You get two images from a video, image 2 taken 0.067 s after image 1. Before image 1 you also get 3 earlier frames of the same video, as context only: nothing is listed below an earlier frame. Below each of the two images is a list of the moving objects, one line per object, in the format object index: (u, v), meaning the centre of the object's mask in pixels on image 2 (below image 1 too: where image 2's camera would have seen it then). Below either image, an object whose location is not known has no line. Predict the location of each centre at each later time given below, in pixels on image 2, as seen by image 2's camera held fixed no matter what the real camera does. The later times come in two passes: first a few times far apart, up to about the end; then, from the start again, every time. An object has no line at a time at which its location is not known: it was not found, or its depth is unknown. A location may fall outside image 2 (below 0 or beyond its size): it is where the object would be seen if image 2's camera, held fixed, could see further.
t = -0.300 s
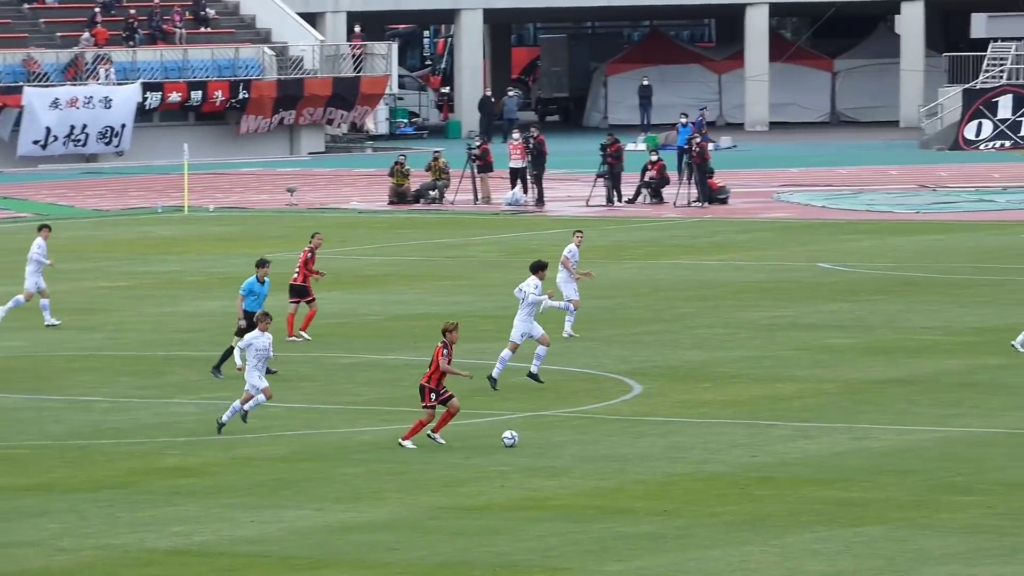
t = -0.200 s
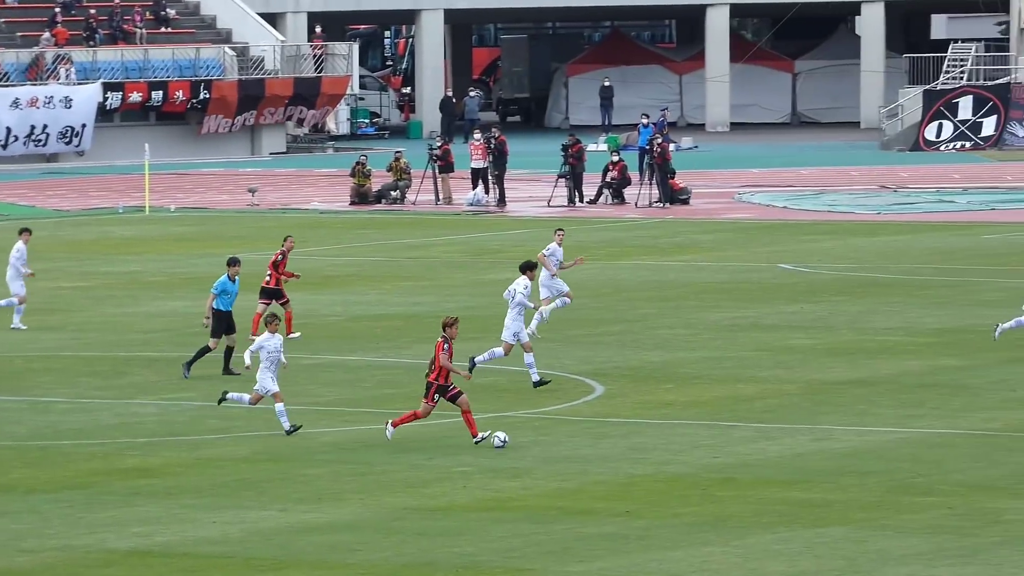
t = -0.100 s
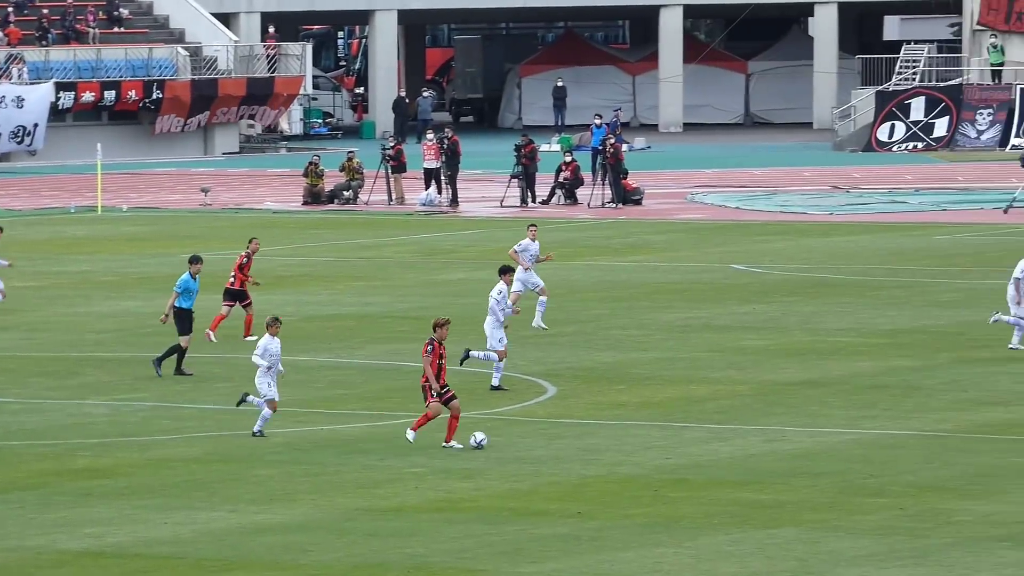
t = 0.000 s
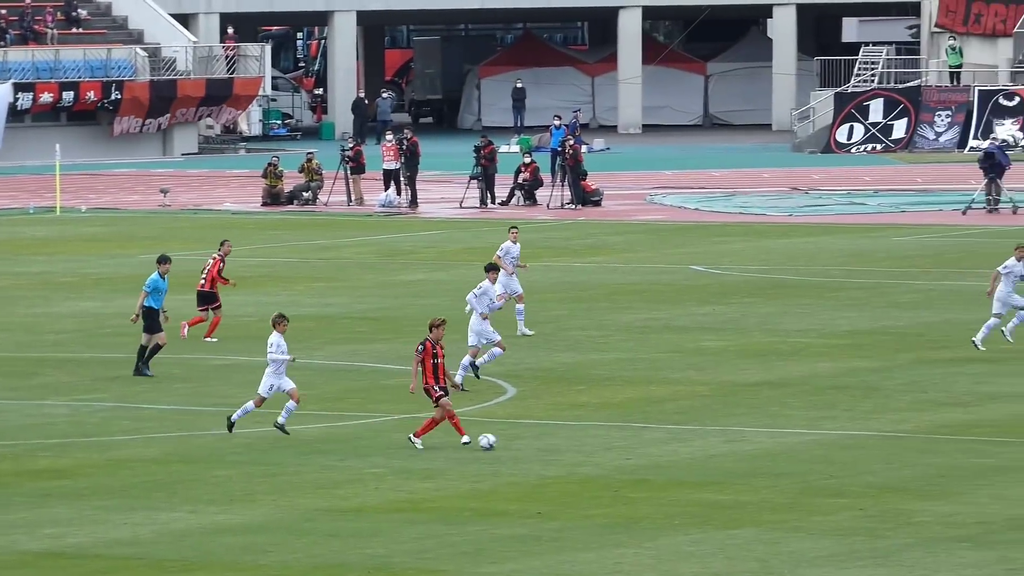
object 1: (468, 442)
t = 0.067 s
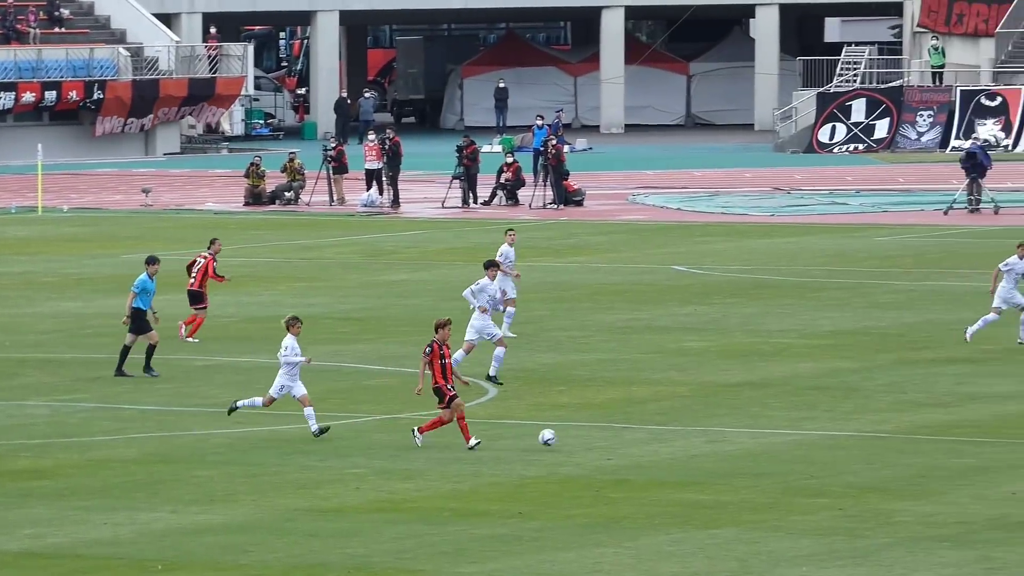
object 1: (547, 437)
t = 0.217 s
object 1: (724, 441)
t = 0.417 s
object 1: (938, 442)
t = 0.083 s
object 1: (567, 436)
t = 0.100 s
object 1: (587, 436)
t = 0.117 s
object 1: (607, 436)
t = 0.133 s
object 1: (627, 436)
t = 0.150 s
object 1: (646, 436)
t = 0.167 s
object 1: (666, 437)
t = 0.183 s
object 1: (685, 439)
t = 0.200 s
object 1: (705, 440)
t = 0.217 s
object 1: (724, 441)
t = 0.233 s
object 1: (744, 441)
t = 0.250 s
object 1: (762, 439)
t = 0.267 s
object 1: (780, 438)
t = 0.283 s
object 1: (797, 438)
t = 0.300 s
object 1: (814, 437)
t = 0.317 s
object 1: (831, 437)
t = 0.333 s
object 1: (849, 437)
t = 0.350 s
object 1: (867, 437)
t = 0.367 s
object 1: (885, 438)
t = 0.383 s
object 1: (903, 439)
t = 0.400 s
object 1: (920, 440)
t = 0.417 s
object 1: (938, 442)
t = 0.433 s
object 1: (955, 443)
